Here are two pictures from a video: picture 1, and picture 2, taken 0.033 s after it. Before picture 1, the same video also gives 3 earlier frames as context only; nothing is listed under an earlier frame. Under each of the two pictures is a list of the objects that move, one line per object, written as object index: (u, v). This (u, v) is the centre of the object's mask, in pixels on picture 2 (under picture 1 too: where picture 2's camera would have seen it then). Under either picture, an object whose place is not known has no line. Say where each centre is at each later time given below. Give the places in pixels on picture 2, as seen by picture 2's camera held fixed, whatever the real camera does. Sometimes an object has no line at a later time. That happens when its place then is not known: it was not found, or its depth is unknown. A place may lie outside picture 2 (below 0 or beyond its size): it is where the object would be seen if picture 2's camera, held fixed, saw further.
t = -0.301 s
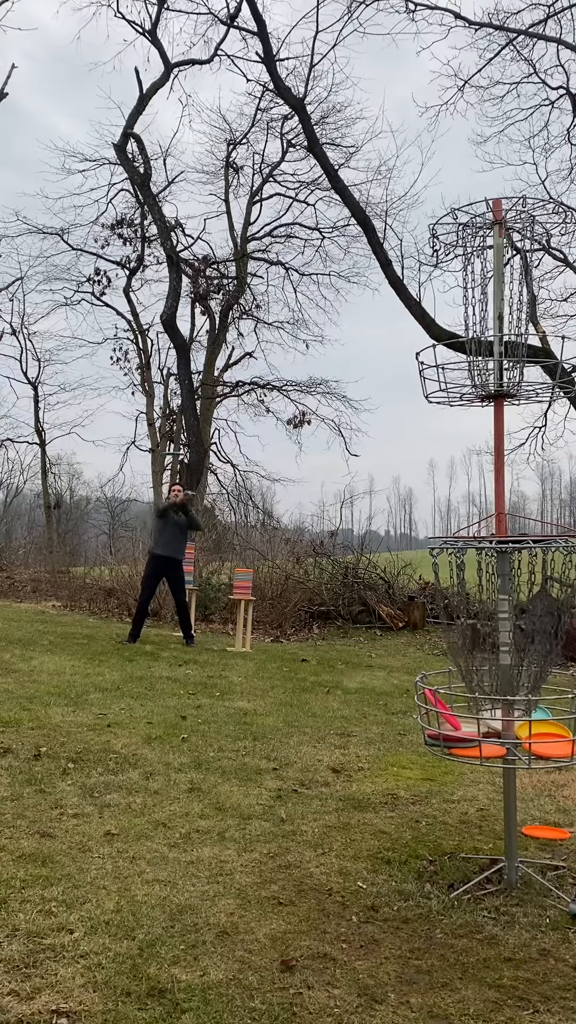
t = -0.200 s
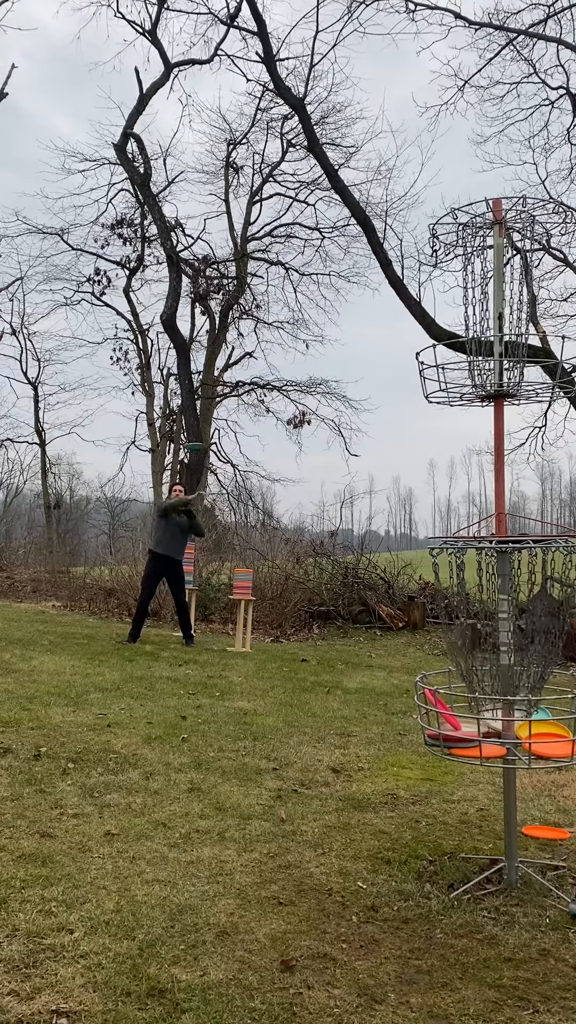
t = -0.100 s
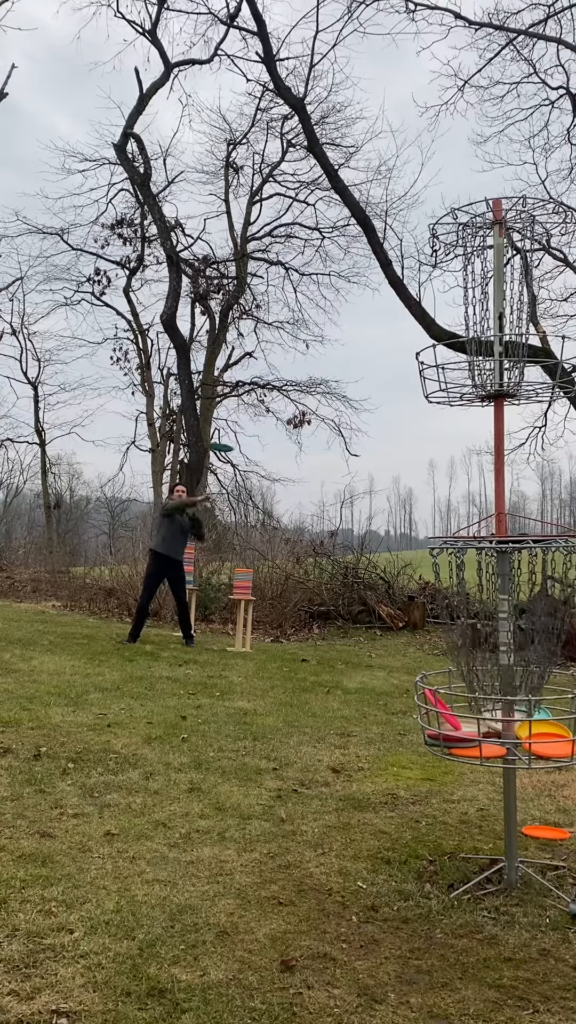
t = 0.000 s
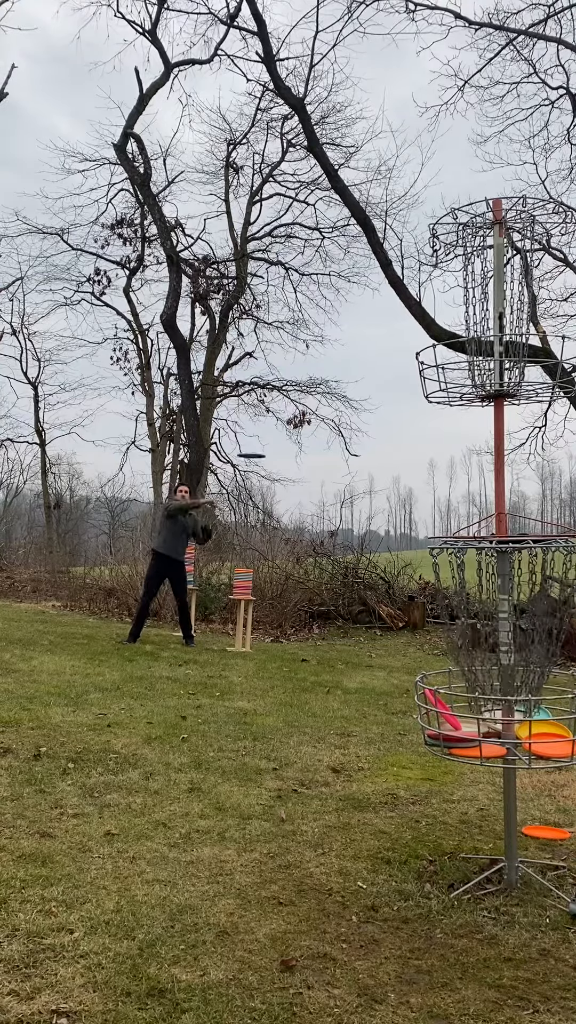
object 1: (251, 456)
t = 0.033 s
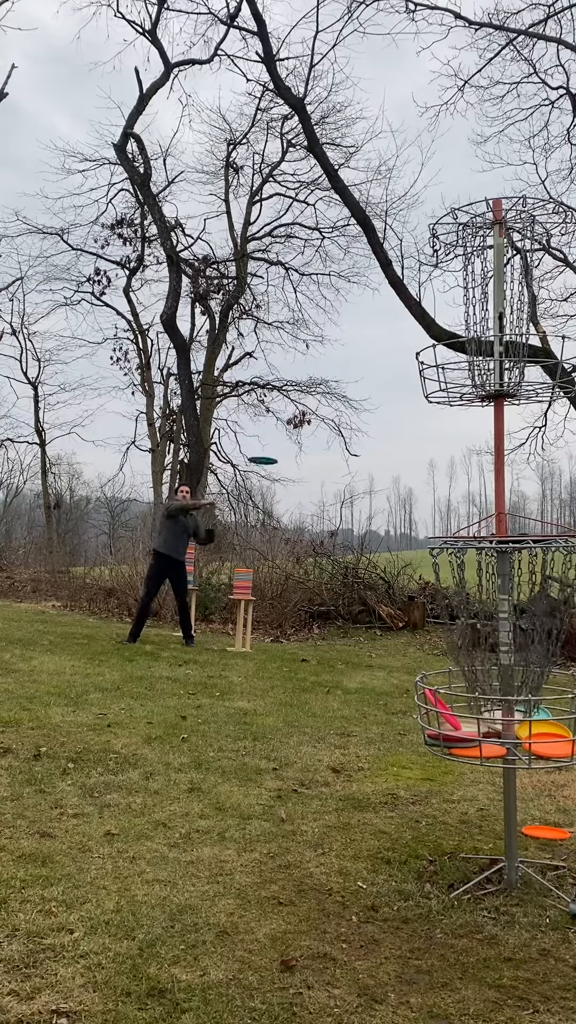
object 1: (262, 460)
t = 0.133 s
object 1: (302, 481)
